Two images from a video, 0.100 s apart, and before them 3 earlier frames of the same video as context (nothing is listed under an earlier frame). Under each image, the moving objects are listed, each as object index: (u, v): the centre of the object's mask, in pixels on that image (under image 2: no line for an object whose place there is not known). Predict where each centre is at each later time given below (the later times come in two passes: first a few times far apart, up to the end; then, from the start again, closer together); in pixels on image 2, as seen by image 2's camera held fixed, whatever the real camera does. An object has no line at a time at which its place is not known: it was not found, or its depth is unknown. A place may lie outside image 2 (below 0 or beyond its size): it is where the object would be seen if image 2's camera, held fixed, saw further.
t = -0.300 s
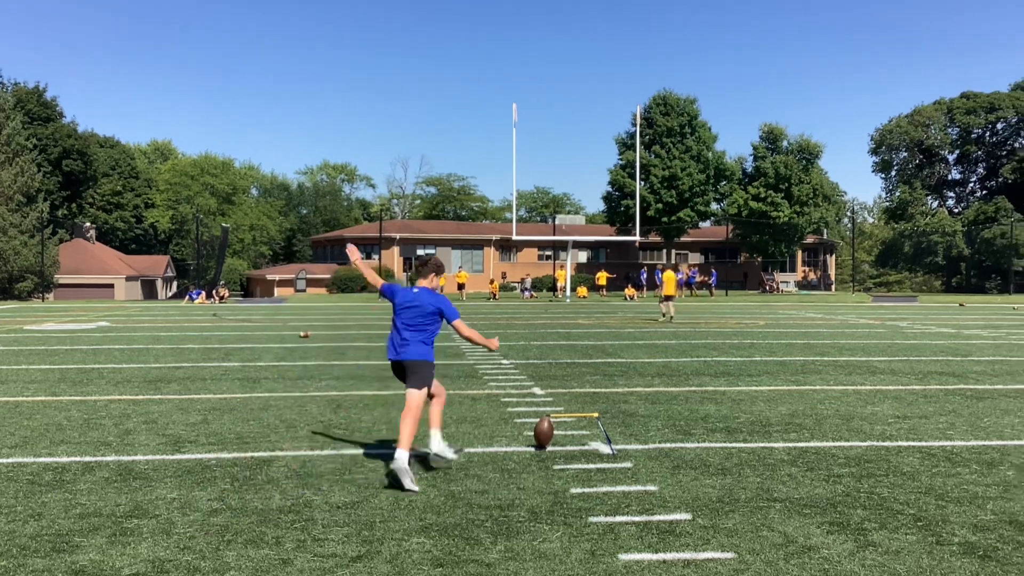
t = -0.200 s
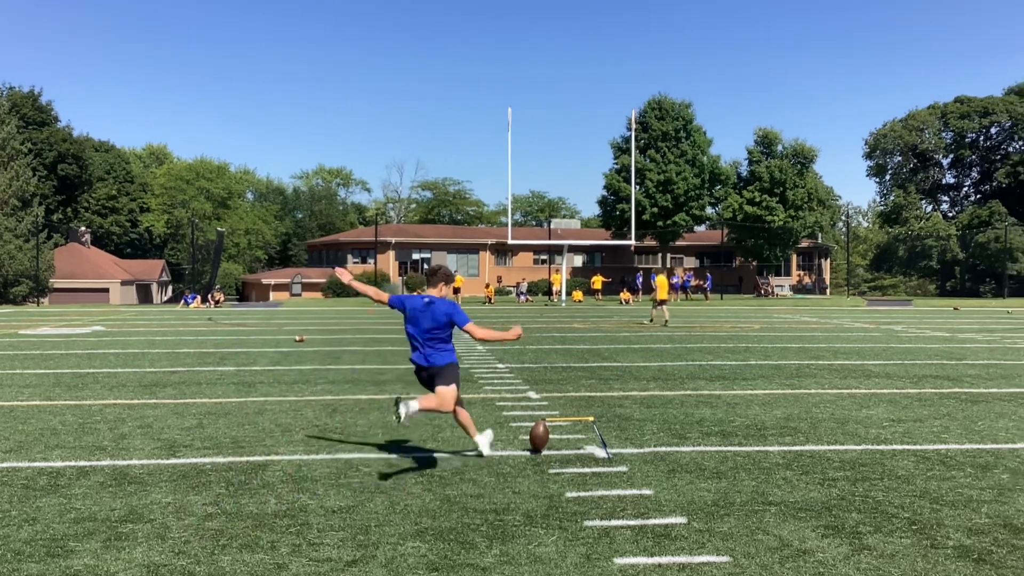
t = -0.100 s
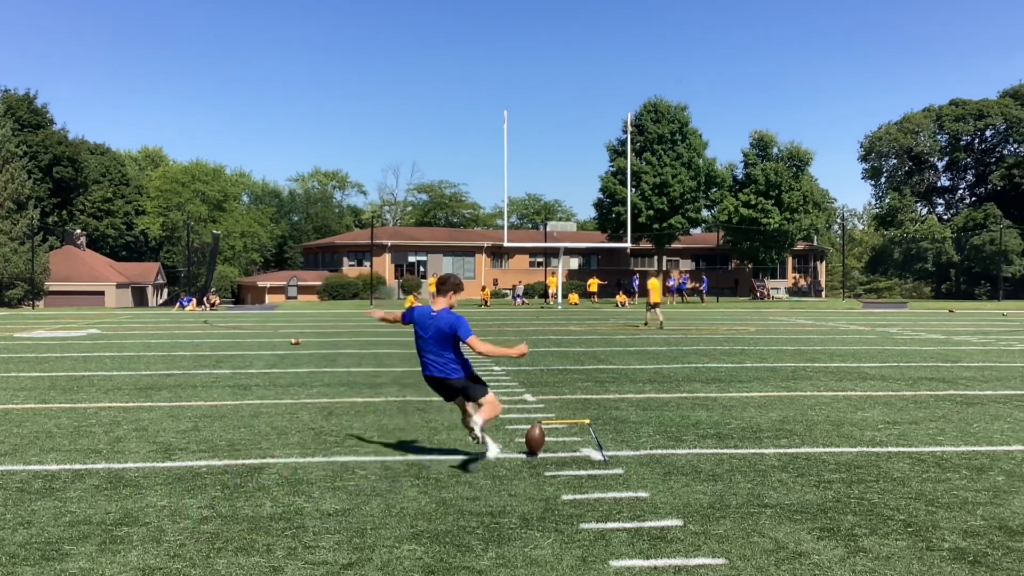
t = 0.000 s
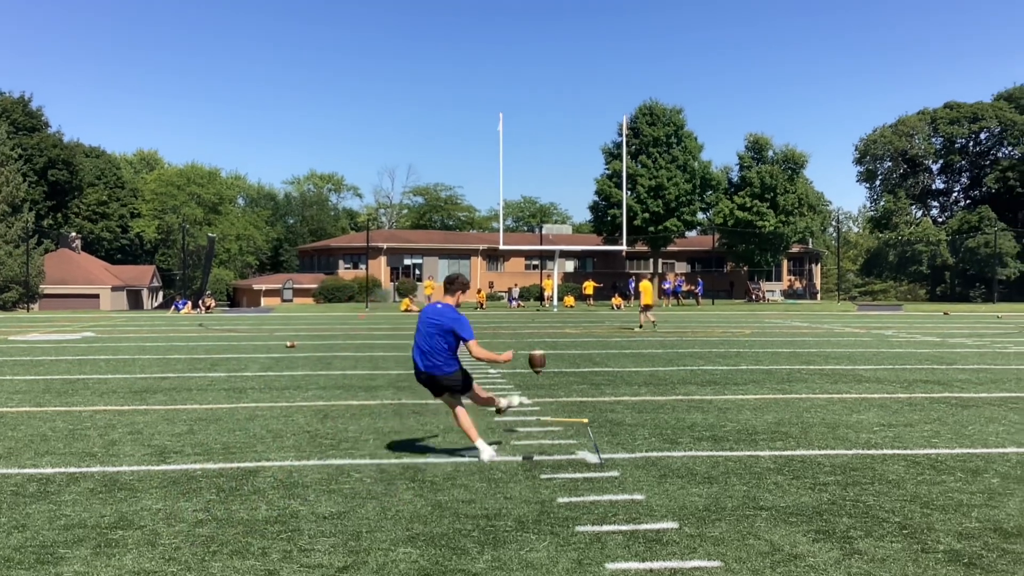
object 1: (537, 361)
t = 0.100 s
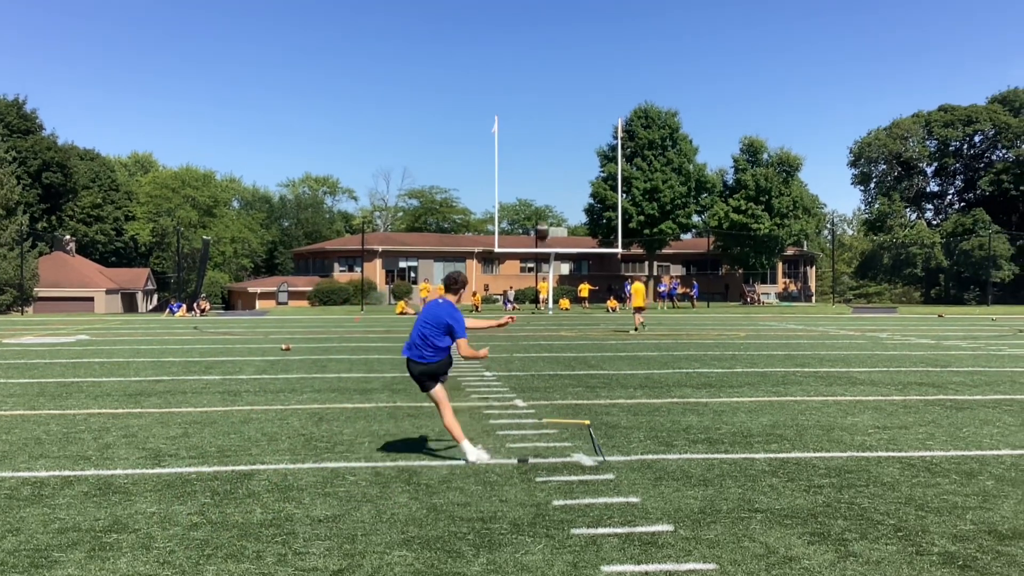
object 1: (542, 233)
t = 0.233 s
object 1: (550, 122)
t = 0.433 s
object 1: (560, 27)
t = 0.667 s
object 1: (569, -32)
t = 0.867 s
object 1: (571, -54)
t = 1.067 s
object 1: (570, -62)
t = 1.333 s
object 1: (567, -52)
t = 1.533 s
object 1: (565, -34)
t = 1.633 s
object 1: (565, -24)
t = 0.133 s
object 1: (544, 199)
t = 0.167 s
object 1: (546, 170)
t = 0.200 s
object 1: (548, 144)
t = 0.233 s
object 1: (550, 122)
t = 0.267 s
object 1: (551, 102)
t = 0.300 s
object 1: (553, 83)
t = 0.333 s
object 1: (555, 67)
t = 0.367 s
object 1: (557, 52)
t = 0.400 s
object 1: (559, 39)
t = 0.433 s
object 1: (560, 27)
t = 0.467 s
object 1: (562, 16)
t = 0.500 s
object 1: (563, 6)
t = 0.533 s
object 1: (564, -4)
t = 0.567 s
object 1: (566, -11)
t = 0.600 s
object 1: (567, -19)
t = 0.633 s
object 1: (568, -26)
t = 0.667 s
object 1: (569, -32)
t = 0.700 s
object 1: (570, -36)
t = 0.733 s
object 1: (570, -41)
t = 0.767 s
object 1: (570, -46)
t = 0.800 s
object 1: (571, -49)
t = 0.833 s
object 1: (571, -52)
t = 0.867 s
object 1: (571, -54)
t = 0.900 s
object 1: (571, -57)
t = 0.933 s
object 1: (571, -59)
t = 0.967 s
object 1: (571, -60)
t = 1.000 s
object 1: (571, -62)
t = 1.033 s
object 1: (570, -62)
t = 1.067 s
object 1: (570, -62)
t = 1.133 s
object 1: (569, -62)
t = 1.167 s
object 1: (569, -61)
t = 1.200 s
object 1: (568, -60)
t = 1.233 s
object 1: (568, -59)
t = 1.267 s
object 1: (568, -56)
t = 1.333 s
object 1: (567, -52)
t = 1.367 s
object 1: (567, -49)
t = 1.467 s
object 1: (566, -41)
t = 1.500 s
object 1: (565, -38)
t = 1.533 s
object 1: (565, -34)
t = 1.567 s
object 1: (565, -31)
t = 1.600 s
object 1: (565, -27)
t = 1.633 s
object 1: (565, -24)
